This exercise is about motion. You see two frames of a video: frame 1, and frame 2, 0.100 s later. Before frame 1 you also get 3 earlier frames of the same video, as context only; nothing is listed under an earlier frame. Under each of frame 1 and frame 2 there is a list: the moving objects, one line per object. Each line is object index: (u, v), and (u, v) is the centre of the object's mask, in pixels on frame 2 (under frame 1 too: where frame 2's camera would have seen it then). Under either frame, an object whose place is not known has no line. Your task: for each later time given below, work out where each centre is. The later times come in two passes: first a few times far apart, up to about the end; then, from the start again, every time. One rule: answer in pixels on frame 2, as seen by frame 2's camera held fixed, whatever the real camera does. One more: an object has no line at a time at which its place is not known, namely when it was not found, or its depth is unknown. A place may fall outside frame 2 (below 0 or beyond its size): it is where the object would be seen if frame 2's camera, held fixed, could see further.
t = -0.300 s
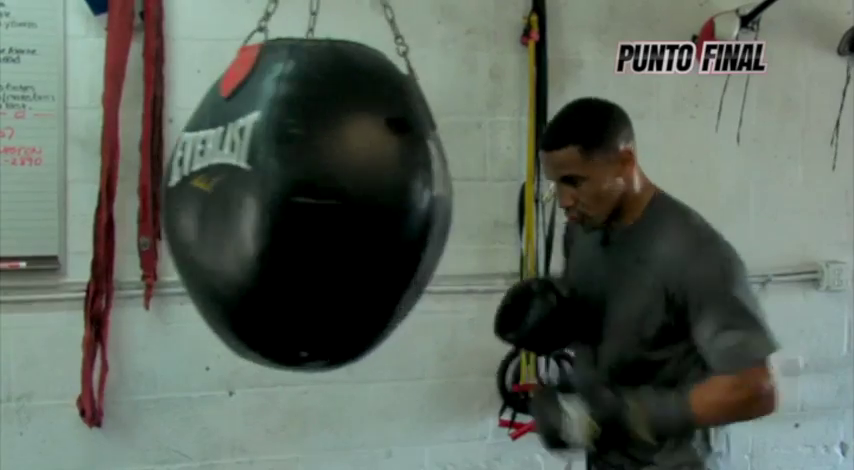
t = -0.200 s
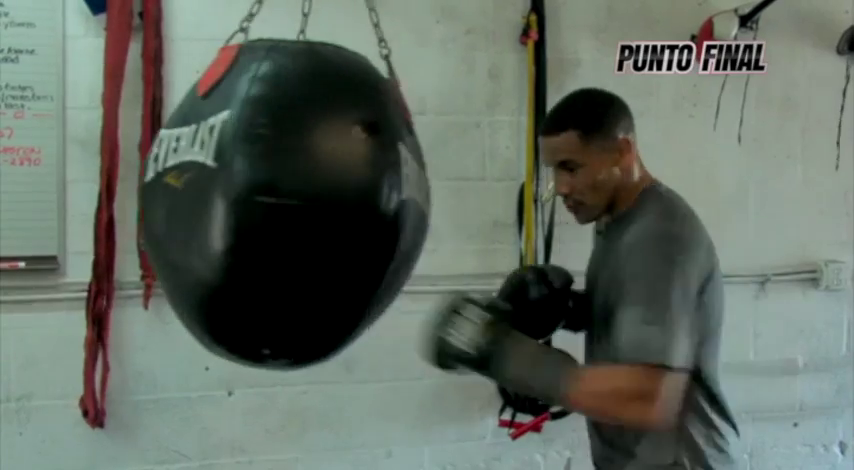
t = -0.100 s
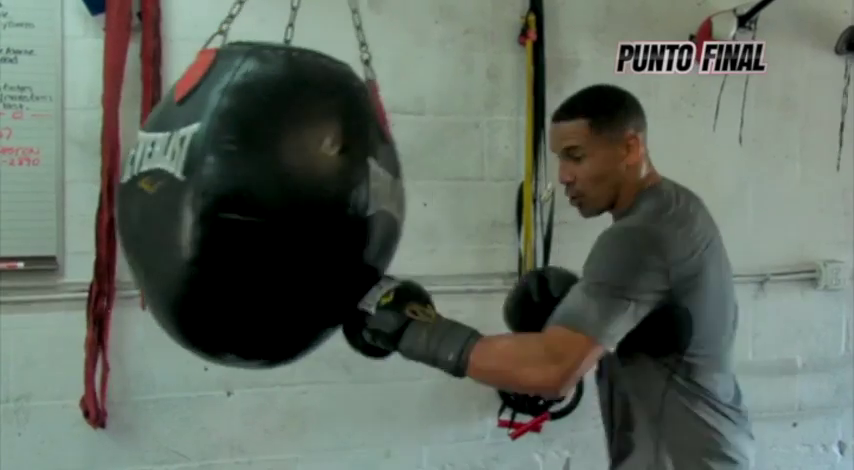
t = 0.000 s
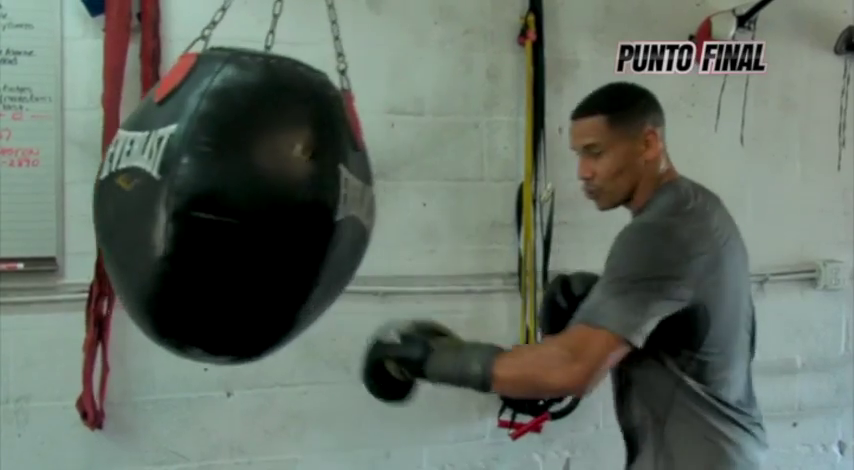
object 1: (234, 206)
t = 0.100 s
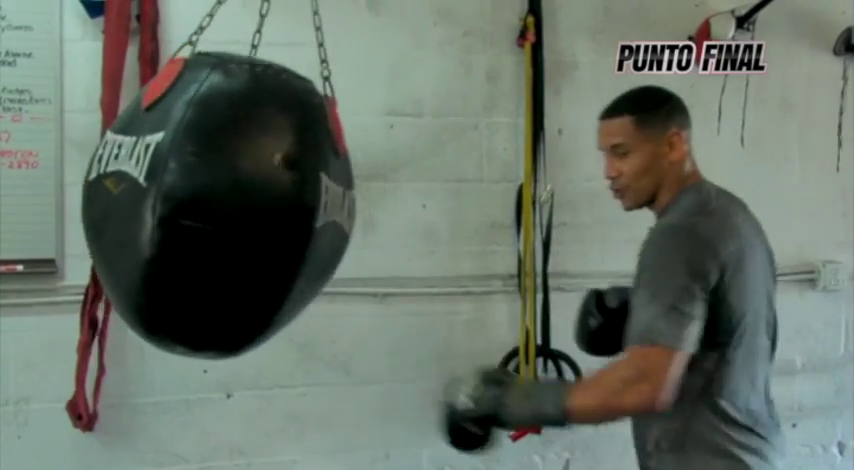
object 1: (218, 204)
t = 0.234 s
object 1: (217, 203)
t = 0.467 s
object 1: (253, 200)
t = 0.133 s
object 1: (216, 203)
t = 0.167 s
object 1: (215, 204)
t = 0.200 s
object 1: (215, 205)
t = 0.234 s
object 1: (217, 203)
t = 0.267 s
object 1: (220, 201)
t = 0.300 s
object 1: (223, 201)
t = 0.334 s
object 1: (226, 202)
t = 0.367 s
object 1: (232, 201)
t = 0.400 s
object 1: (238, 200)
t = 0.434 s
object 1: (245, 200)
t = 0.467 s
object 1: (253, 200)
